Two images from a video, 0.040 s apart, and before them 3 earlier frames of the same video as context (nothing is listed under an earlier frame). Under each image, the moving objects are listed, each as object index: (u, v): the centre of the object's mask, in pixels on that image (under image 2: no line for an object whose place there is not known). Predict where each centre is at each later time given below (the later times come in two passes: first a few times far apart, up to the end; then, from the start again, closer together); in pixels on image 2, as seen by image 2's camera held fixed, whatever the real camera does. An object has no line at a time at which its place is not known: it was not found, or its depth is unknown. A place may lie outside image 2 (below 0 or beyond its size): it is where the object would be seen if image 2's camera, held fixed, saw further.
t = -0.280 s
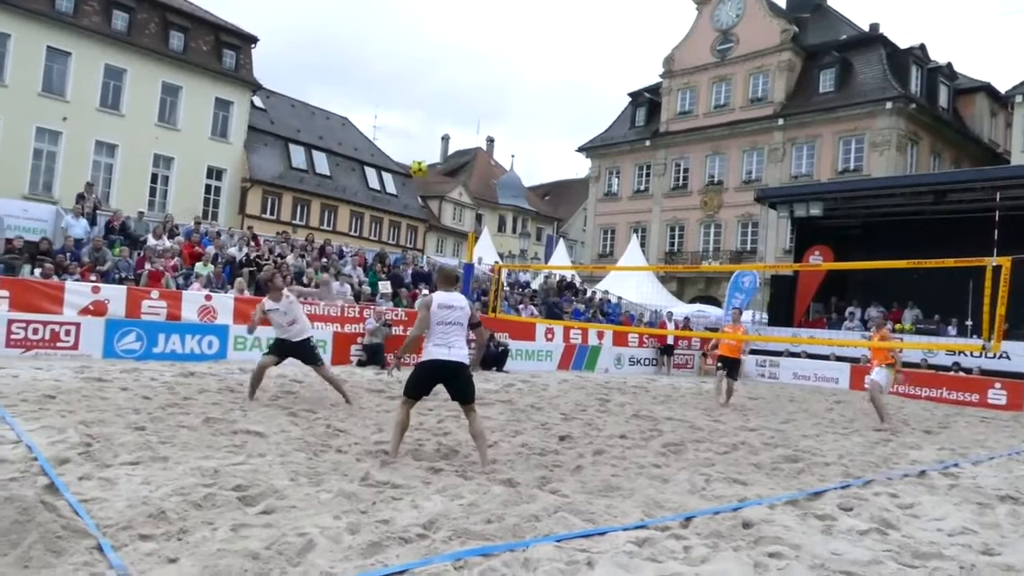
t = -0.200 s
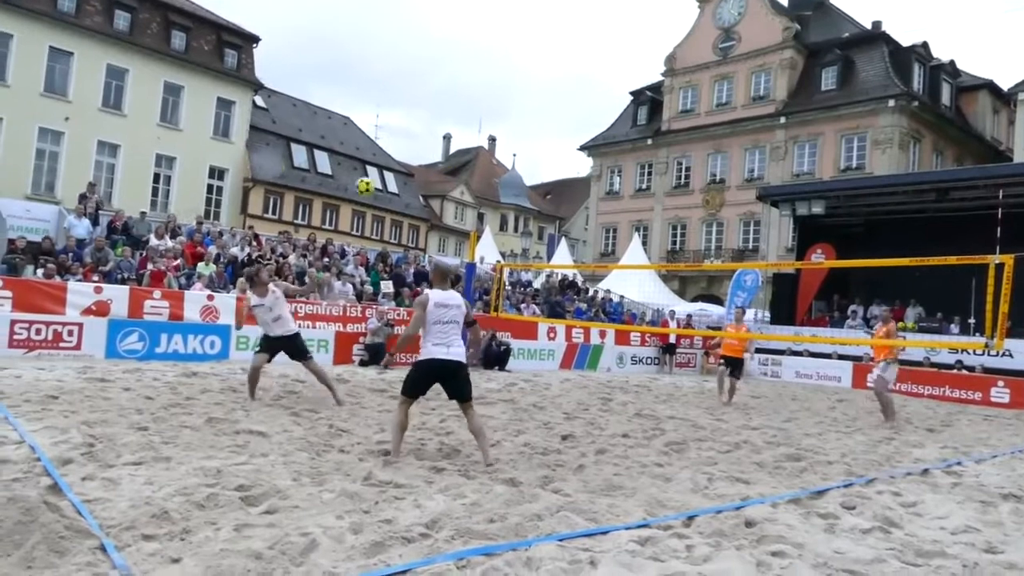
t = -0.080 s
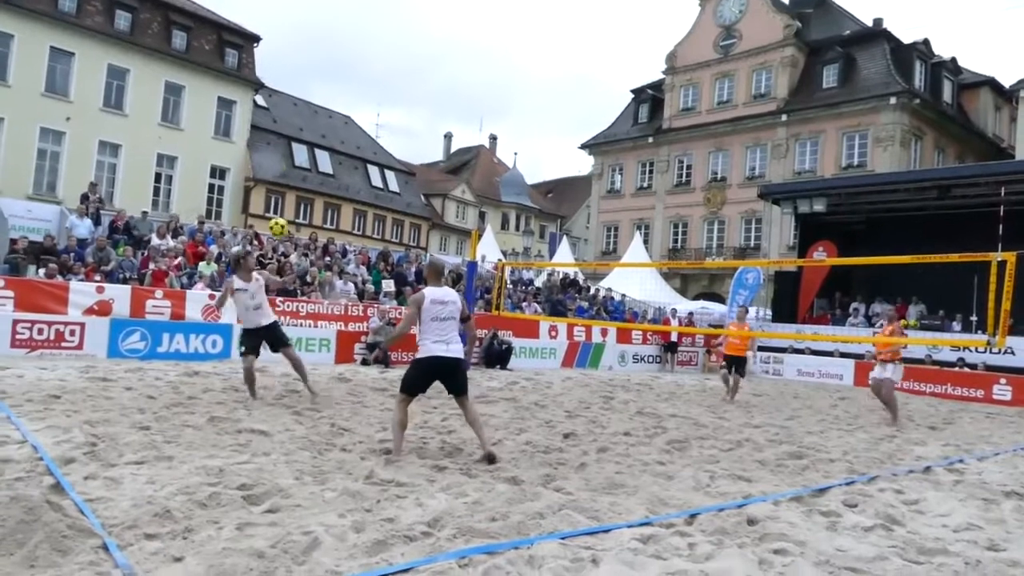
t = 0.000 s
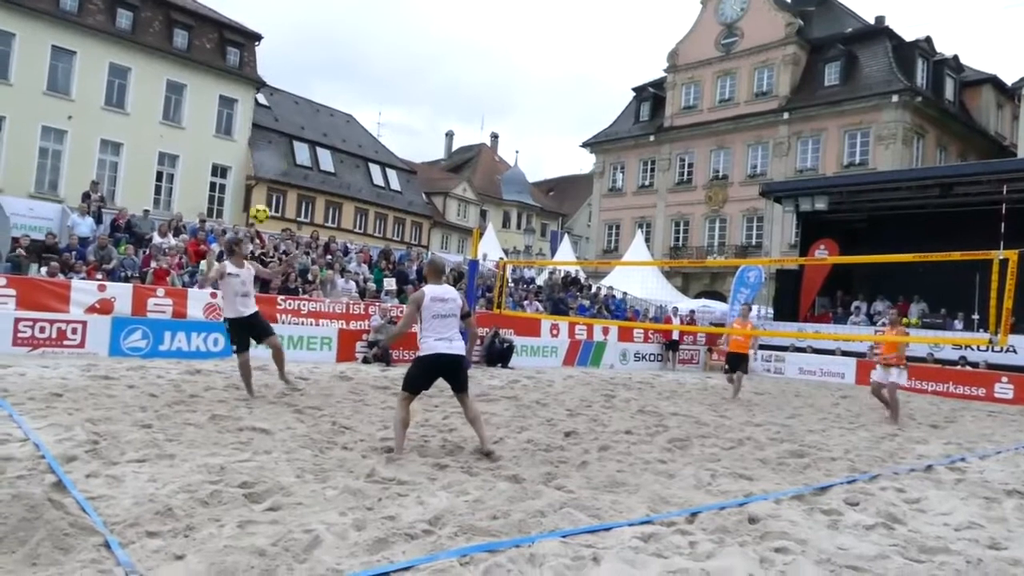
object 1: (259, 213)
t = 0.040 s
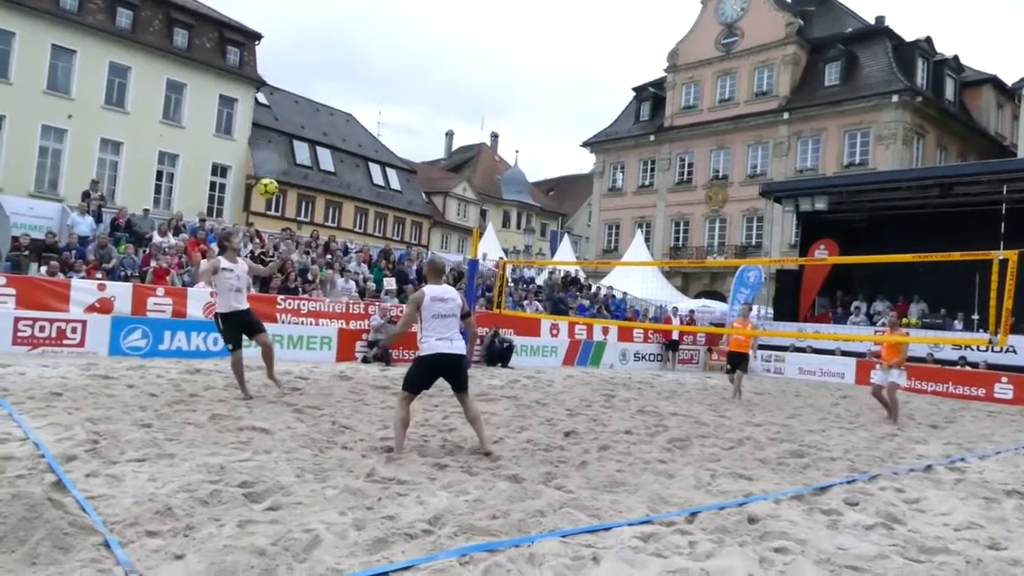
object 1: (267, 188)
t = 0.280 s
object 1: (314, 69)
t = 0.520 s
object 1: (354, 4)
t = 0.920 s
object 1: (409, 1)
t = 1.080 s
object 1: (427, 35)
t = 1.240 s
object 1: (443, 88)
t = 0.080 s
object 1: (277, 164)
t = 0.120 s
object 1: (284, 141)
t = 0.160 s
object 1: (292, 121)
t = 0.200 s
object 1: (299, 103)
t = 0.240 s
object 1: (306, 86)
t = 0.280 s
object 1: (314, 69)
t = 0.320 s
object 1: (321, 55)
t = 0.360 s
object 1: (328, 41)
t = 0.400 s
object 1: (334, 30)
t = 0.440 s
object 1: (341, 20)
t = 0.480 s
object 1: (347, 11)
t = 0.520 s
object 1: (354, 4)
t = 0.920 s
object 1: (409, 1)
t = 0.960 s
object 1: (413, 8)
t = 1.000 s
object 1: (418, 16)
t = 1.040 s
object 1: (423, 25)
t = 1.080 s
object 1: (427, 35)
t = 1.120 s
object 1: (431, 46)
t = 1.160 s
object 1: (435, 59)
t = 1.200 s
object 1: (438, 73)
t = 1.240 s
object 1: (443, 88)
